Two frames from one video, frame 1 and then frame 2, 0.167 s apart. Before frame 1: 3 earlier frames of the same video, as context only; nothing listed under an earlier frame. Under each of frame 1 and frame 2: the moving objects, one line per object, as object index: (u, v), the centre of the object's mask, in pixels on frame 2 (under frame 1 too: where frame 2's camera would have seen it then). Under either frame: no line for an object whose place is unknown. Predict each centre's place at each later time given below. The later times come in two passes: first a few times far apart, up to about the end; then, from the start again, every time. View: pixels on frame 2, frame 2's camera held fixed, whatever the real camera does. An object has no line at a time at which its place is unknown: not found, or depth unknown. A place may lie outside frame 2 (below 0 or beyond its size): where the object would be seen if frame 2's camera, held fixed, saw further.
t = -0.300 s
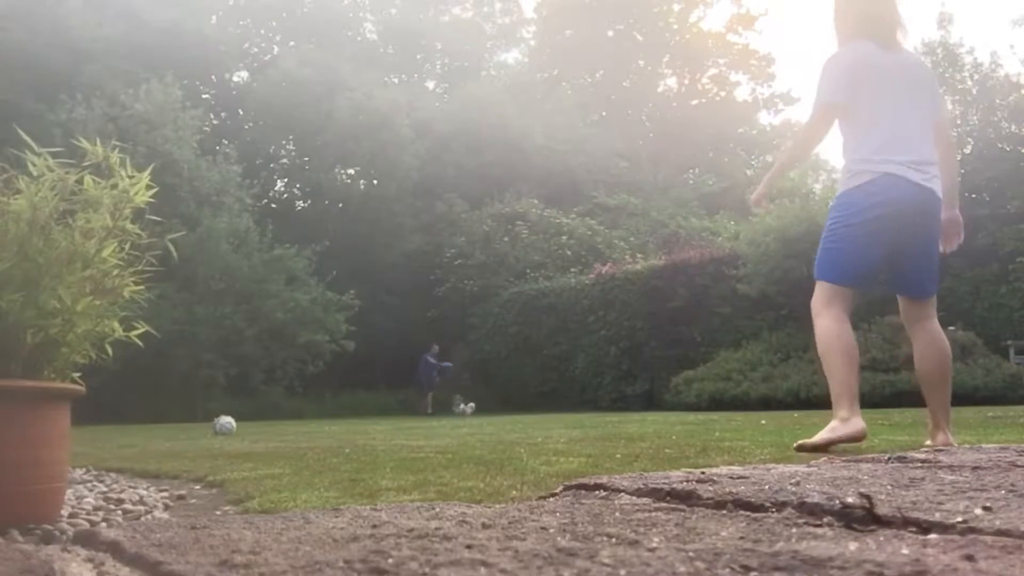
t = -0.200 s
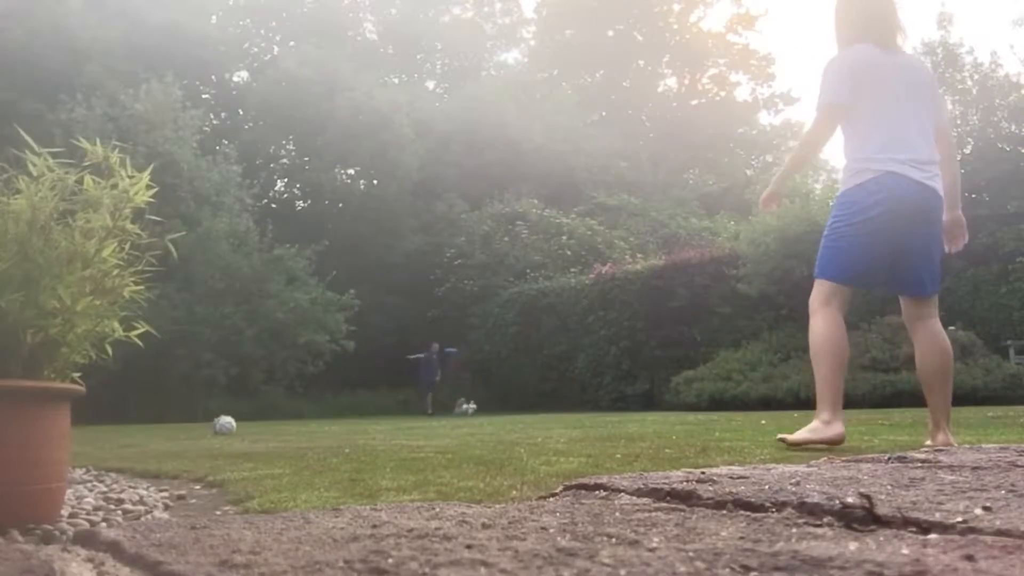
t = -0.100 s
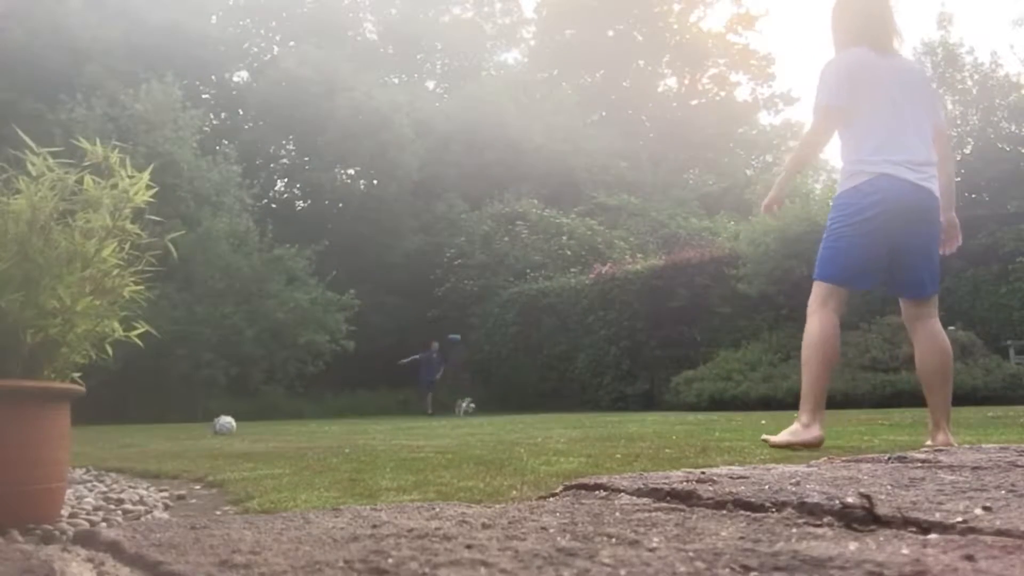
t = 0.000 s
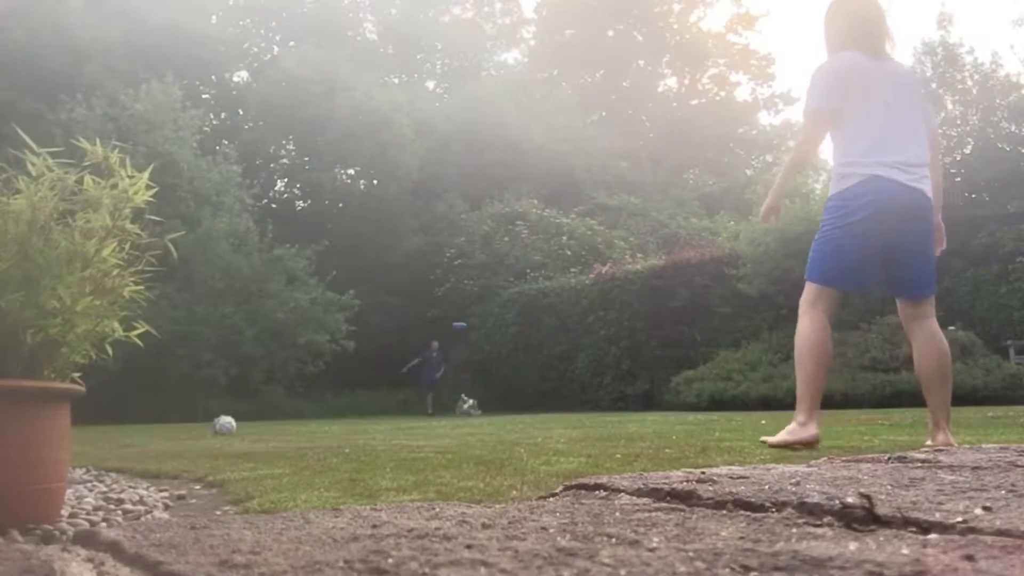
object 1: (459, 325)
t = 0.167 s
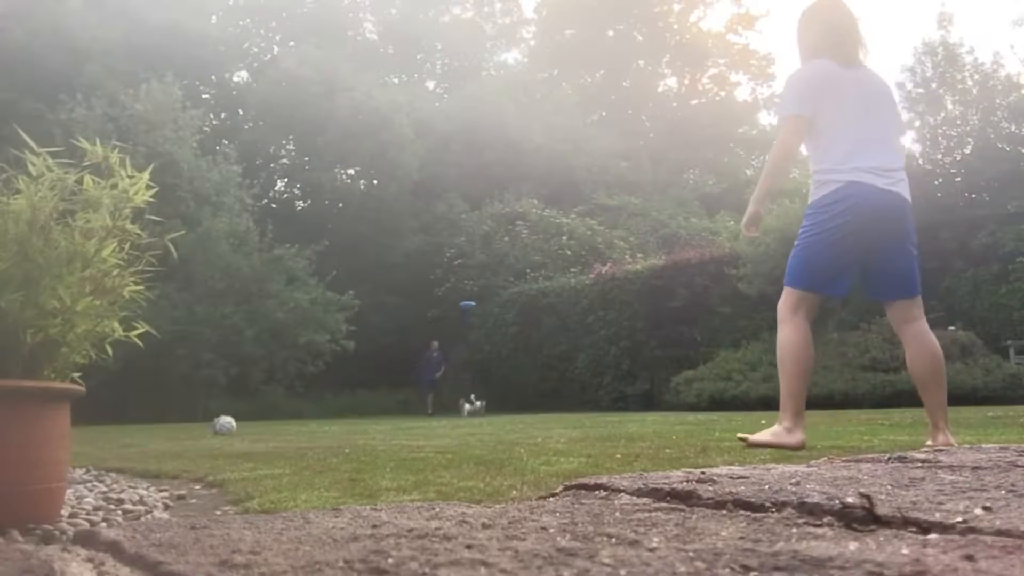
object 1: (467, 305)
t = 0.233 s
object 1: (471, 296)
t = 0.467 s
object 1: (485, 267)
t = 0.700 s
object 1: (498, 227)
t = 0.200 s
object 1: (469, 300)
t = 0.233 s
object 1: (471, 296)
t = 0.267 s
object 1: (473, 291)
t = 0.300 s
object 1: (475, 287)
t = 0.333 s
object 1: (476, 283)
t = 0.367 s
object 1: (478, 279)
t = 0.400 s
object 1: (480, 275)
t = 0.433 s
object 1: (483, 271)
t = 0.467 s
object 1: (485, 267)
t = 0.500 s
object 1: (487, 262)
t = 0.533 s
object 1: (489, 257)
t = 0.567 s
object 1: (491, 252)
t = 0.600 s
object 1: (492, 246)
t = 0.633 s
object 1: (495, 240)
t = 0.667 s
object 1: (497, 234)
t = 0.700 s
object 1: (498, 227)
